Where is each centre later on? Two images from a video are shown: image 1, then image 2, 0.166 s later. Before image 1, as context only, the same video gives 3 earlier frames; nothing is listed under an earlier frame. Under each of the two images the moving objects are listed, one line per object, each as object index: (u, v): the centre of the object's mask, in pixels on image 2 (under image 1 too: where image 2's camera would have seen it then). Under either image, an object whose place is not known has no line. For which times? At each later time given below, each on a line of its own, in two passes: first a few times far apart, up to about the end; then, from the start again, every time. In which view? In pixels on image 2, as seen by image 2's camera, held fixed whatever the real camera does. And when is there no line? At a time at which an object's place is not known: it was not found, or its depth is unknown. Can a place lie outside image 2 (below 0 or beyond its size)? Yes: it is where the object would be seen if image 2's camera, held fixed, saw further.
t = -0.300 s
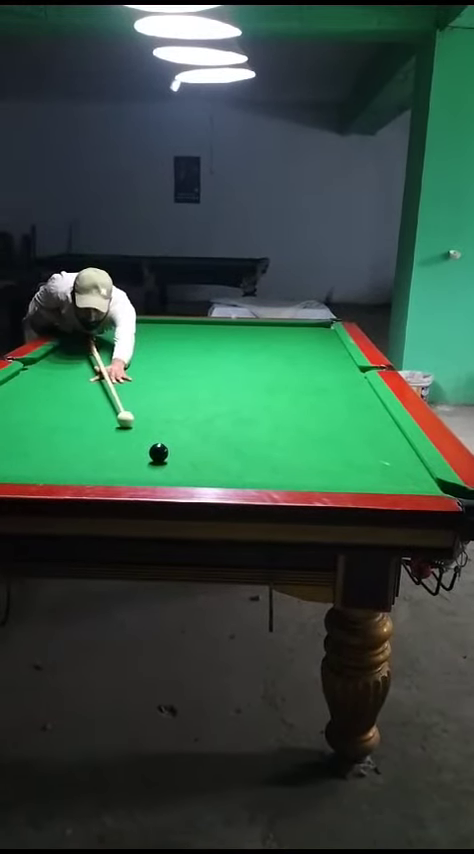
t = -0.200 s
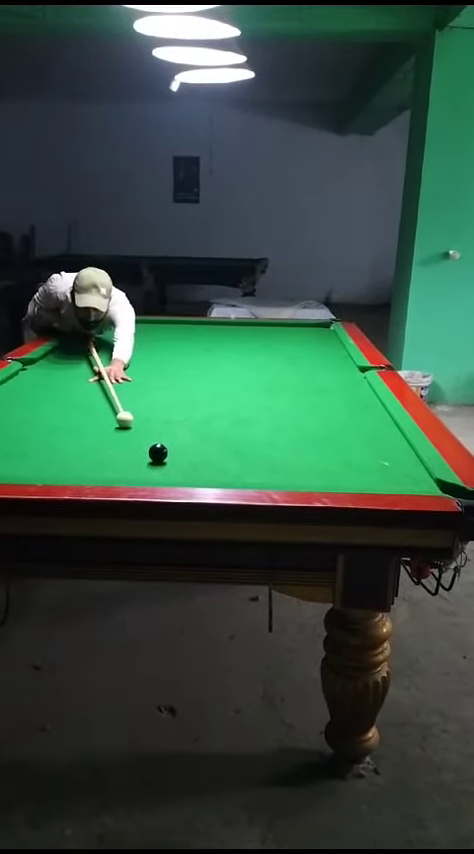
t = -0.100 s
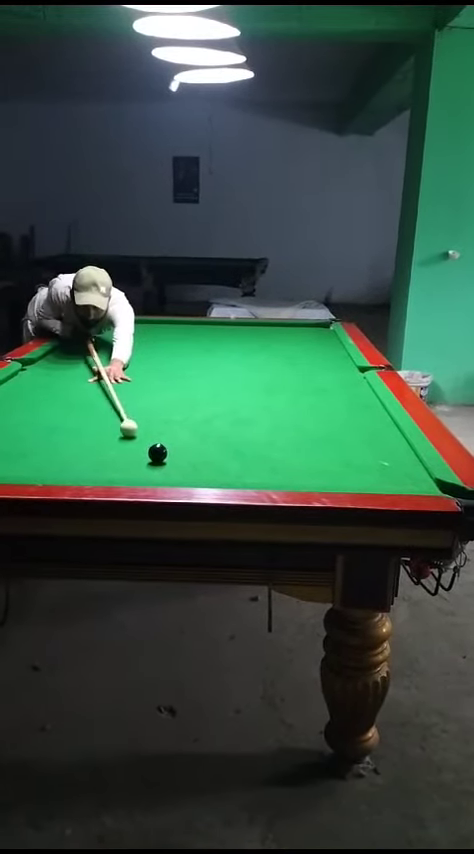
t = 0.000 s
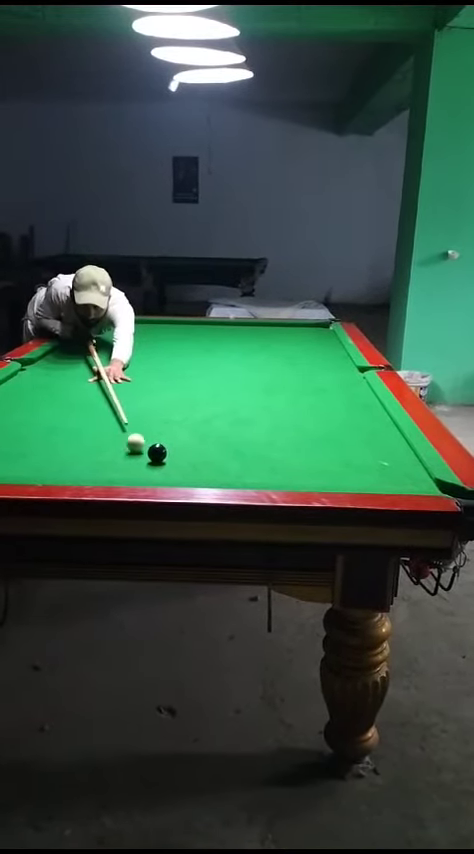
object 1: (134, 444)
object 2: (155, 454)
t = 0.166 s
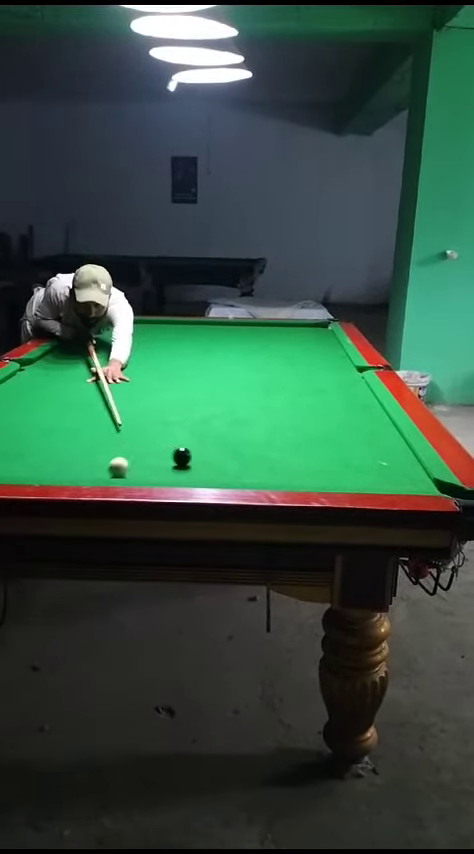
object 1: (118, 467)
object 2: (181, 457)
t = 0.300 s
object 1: (108, 470)
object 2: (207, 461)
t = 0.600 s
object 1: (117, 439)
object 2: (264, 468)
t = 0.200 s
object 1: (113, 470)
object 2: (188, 458)
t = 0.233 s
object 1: (108, 473)
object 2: (194, 459)
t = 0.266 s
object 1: (107, 472)
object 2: (200, 460)
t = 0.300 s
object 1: (108, 470)
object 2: (207, 461)
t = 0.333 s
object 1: (109, 467)
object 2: (213, 462)
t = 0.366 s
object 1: (110, 465)
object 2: (220, 462)
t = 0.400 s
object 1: (112, 460)
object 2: (226, 464)
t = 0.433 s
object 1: (113, 456)
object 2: (232, 464)
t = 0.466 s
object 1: (114, 453)
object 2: (239, 465)
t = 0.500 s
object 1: (115, 449)
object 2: (245, 466)
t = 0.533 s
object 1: (116, 446)
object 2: (251, 467)
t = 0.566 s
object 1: (116, 442)
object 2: (258, 467)
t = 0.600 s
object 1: (117, 439)
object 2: (264, 468)
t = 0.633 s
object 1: (118, 436)
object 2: (270, 469)
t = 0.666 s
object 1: (119, 433)
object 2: (277, 470)
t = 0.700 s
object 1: (119, 431)
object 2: (283, 470)
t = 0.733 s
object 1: (121, 428)
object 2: (290, 471)
